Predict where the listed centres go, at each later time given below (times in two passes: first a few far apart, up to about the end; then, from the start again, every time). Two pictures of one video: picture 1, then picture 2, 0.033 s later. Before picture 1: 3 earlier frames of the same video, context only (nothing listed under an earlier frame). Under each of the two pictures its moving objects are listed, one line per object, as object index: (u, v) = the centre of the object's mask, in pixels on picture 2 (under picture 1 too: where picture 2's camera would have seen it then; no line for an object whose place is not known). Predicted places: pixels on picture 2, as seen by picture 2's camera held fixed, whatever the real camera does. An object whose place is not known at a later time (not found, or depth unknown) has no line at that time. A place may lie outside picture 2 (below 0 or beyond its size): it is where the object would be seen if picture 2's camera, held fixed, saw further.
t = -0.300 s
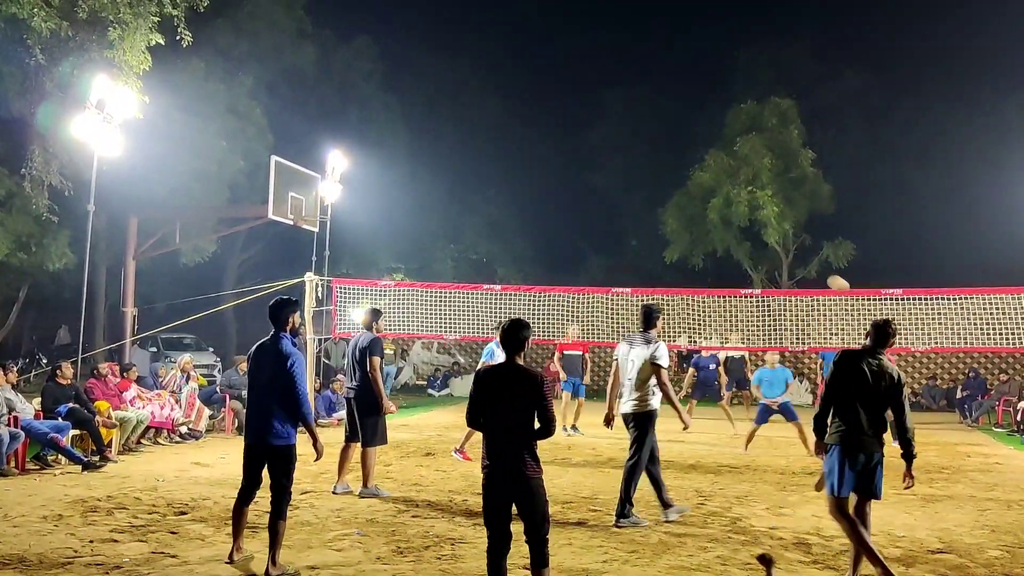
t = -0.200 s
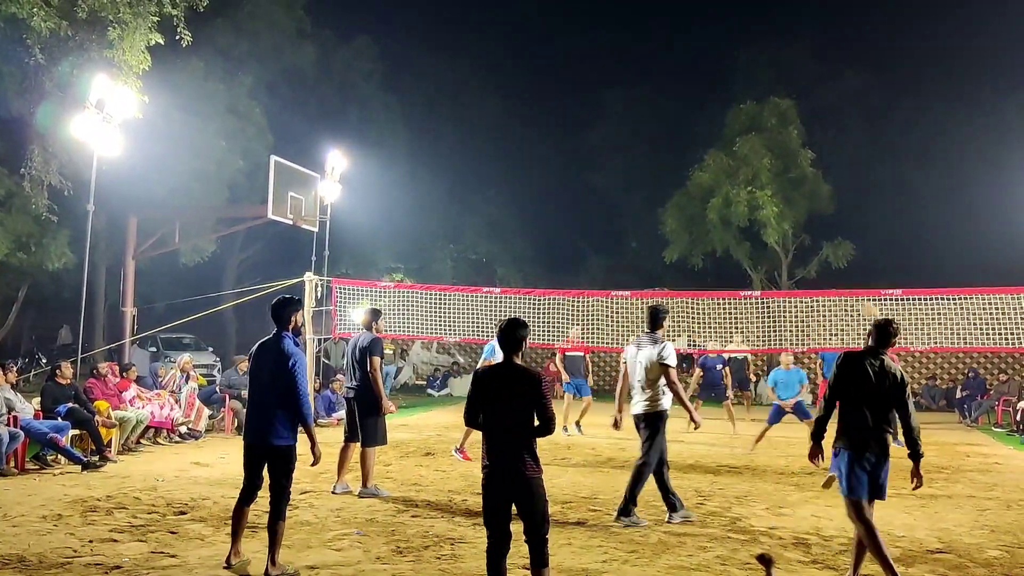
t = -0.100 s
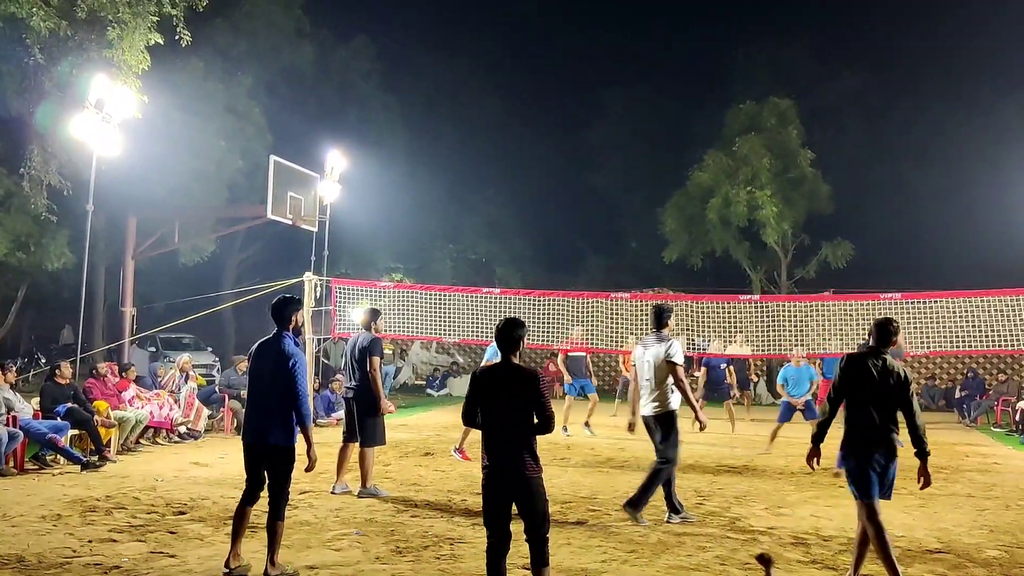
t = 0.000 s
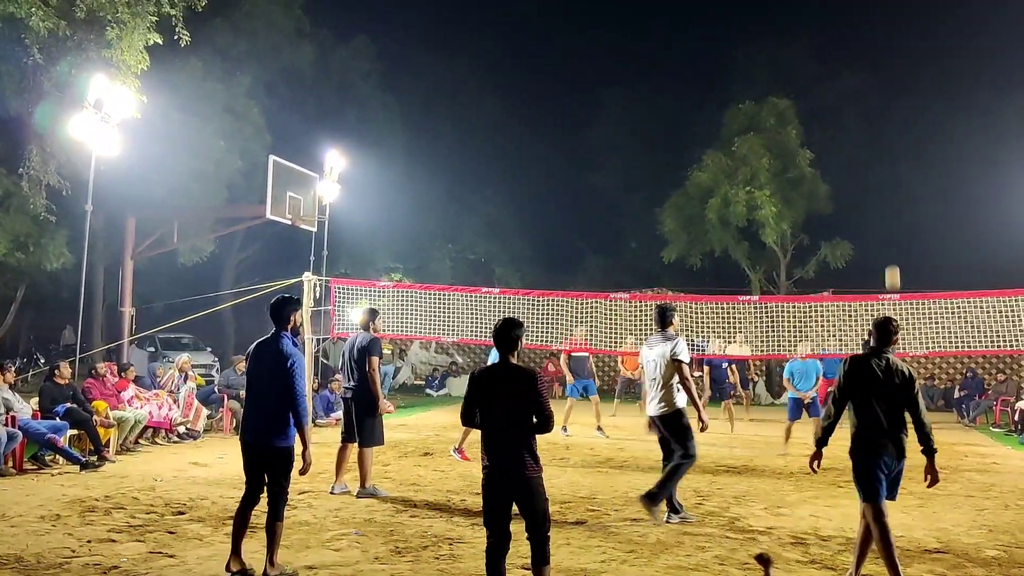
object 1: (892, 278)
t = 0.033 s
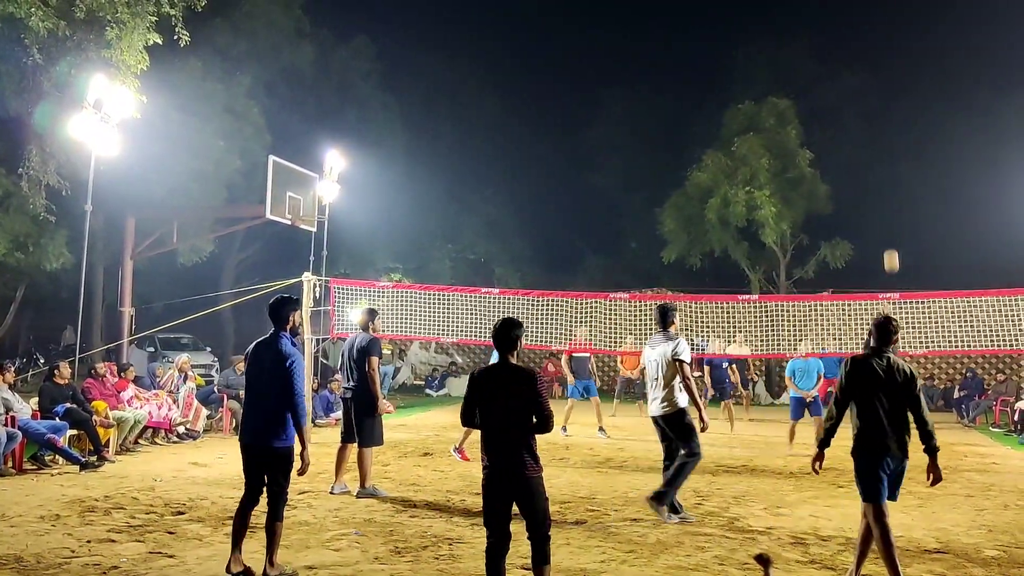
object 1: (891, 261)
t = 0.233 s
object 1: (886, 187)
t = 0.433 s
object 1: (883, 152)
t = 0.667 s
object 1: (882, 148)
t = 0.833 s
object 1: (880, 165)
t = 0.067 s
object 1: (890, 246)
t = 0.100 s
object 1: (889, 232)
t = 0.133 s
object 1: (888, 219)
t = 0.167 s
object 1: (888, 207)
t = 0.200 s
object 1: (887, 196)
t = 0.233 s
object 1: (886, 187)
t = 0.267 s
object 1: (885, 179)
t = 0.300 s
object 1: (885, 172)
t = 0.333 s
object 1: (884, 166)
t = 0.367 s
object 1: (884, 160)
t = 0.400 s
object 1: (883, 156)
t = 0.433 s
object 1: (883, 152)
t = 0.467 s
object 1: (882, 150)
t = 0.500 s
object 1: (883, 147)
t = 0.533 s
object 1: (882, 147)
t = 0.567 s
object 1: (881, 145)
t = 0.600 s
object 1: (881, 146)
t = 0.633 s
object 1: (882, 146)
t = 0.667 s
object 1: (882, 148)
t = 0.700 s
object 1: (881, 151)
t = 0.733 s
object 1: (881, 153)
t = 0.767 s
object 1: (880, 157)
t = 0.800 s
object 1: (880, 160)
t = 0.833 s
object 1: (880, 165)
